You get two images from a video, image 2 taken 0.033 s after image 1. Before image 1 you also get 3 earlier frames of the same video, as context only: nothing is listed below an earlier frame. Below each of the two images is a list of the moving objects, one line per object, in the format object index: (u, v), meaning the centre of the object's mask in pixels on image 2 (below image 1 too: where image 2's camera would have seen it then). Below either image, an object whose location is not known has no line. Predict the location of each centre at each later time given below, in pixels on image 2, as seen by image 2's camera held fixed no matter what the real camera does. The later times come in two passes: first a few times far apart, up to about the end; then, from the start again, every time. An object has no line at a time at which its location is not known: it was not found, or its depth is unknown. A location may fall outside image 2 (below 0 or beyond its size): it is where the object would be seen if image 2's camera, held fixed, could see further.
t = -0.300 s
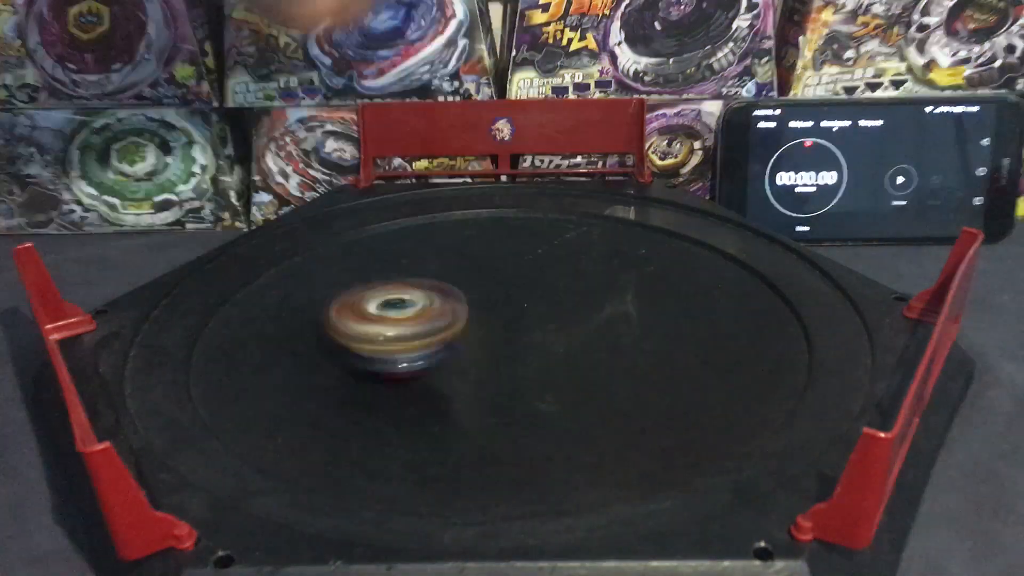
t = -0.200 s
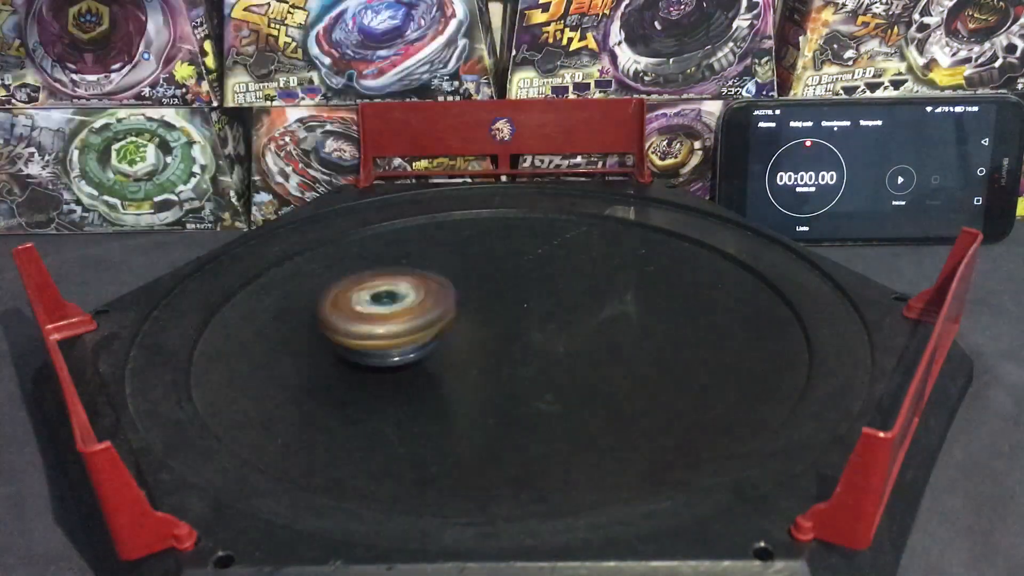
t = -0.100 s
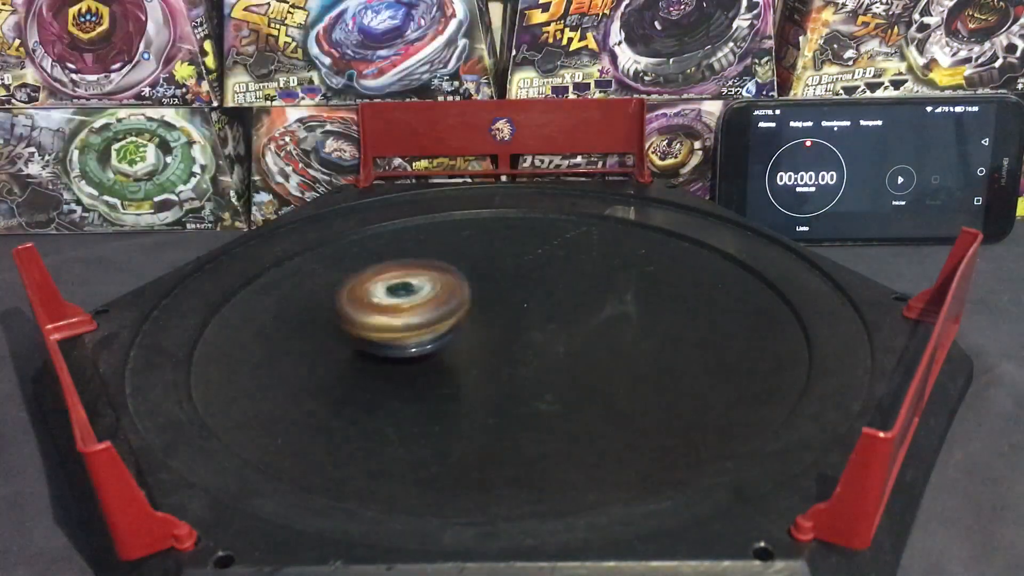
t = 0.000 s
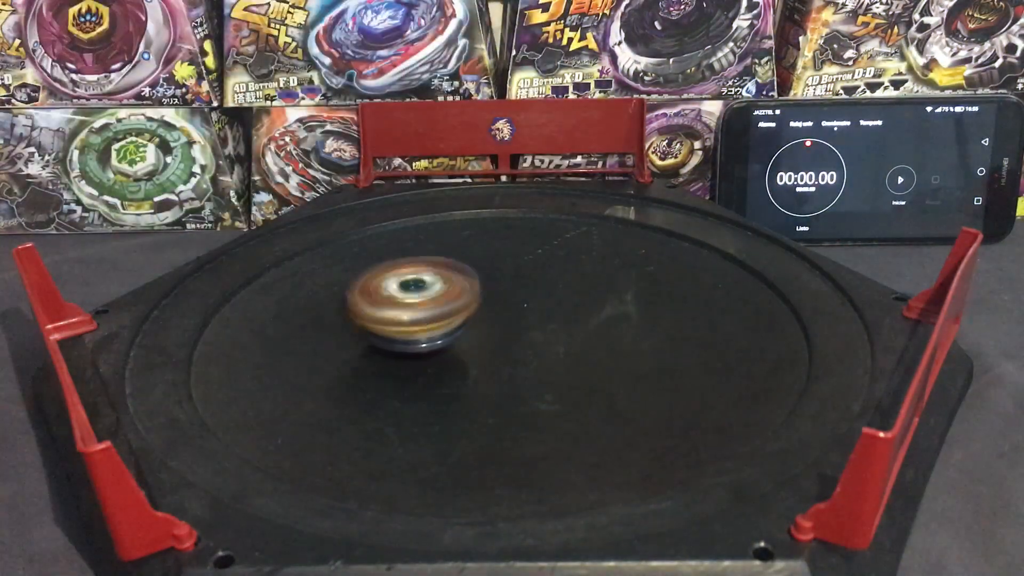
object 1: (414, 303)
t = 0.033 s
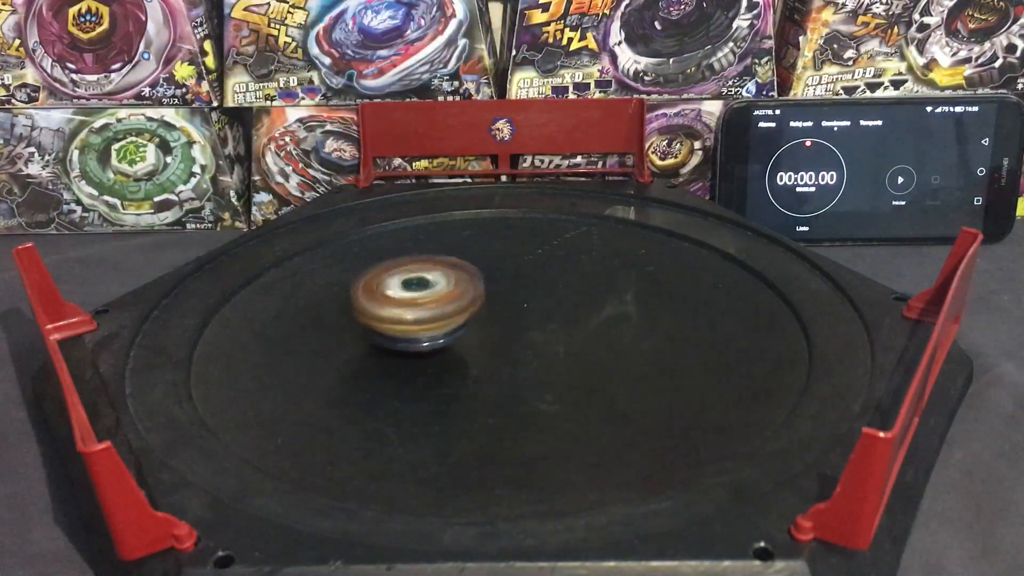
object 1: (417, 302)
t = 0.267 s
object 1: (432, 295)
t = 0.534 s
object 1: (453, 290)
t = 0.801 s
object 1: (473, 287)
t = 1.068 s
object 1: (494, 287)
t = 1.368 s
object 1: (514, 287)
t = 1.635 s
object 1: (527, 289)
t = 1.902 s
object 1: (540, 292)
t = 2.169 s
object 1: (551, 297)
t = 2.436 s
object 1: (563, 302)
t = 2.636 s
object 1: (569, 306)
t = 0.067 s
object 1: (419, 300)
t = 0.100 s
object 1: (422, 299)
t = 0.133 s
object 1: (424, 298)
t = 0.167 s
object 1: (426, 297)
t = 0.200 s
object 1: (429, 296)
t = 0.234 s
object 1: (431, 296)
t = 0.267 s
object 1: (432, 295)
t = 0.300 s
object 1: (435, 294)
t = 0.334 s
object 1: (437, 293)
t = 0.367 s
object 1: (440, 293)
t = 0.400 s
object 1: (443, 292)
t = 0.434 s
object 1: (445, 291)
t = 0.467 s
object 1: (448, 291)
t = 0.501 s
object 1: (451, 290)
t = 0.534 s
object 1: (453, 290)
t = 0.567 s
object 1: (455, 289)
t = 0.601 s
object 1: (457, 289)
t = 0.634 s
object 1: (460, 289)
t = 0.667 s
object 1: (463, 288)
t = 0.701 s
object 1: (464, 288)
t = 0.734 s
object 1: (468, 288)
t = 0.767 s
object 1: (471, 288)
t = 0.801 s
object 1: (473, 287)
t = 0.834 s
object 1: (476, 287)
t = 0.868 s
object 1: (478, 287)
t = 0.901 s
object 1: (481, 287)
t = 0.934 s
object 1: (484, 287)
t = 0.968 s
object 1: (486, 286)
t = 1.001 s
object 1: (489, 286)
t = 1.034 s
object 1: (491, 286)
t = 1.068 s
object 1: (494, 287)
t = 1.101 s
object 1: (497, 286)
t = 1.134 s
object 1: (498, 287)
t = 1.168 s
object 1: (501, 287)
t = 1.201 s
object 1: (503, 287)
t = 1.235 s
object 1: (505, 286)
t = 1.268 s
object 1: (508, 286)
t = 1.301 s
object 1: (509, 287)
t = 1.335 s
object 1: (512, 287)
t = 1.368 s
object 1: (514, 287)
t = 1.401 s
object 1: (516, 287)
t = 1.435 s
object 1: (518, 287)
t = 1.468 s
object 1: (519, 287)
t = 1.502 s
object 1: (521, 287)
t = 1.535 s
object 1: (523, 288)
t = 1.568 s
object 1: (524, 288)
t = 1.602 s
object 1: (526, 288)
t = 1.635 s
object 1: (527, 289)
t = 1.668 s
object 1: (529, 289)
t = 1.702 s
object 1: (531, 289)
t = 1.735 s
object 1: (532, 289)
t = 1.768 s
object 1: (534, 290)
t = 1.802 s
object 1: (535, 291)
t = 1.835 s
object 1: (536, 291)
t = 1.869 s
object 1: (538, 291)
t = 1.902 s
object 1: (540, 292)
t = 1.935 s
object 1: (541, 292)
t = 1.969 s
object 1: (542, 293)
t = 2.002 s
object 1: (544, 293)
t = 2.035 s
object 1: (546, 294)
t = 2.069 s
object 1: (547, 294)
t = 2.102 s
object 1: (549, 295)
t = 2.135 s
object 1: (549, 296)
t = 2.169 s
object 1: (551, 297)
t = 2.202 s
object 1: (553, 297)
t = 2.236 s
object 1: (554, 297)
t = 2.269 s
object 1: (556, 298)
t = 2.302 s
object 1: (557, 299)
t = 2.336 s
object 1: (559, 299)
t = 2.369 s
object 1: (561, 300)
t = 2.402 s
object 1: (562, 301)
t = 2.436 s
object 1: (563, 302)
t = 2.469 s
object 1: (564, 303)
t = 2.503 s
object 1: (565, 304)
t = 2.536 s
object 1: (566, 304)
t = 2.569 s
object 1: (567, 305)
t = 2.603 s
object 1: (568, 306)
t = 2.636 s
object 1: (569, 306)
